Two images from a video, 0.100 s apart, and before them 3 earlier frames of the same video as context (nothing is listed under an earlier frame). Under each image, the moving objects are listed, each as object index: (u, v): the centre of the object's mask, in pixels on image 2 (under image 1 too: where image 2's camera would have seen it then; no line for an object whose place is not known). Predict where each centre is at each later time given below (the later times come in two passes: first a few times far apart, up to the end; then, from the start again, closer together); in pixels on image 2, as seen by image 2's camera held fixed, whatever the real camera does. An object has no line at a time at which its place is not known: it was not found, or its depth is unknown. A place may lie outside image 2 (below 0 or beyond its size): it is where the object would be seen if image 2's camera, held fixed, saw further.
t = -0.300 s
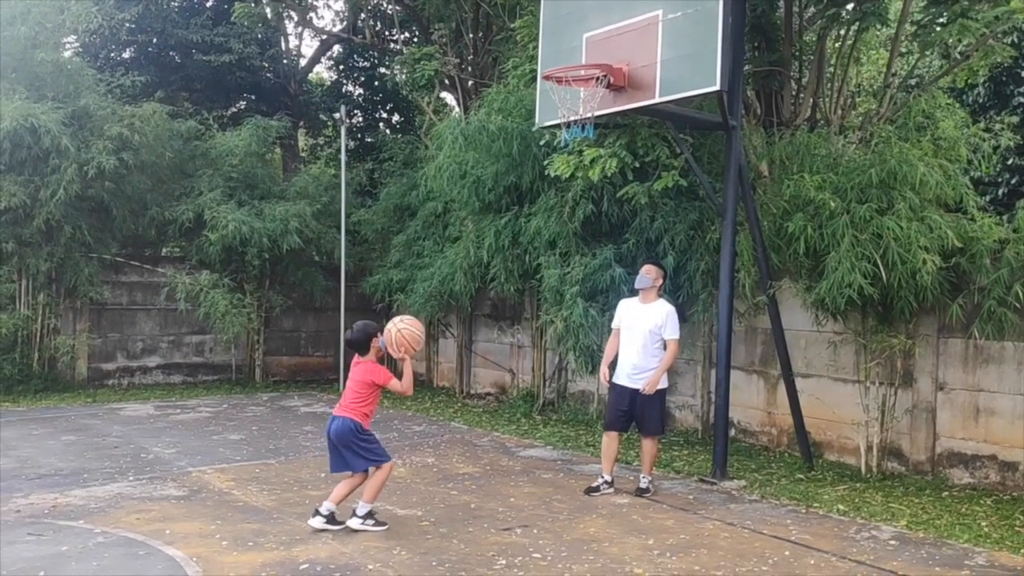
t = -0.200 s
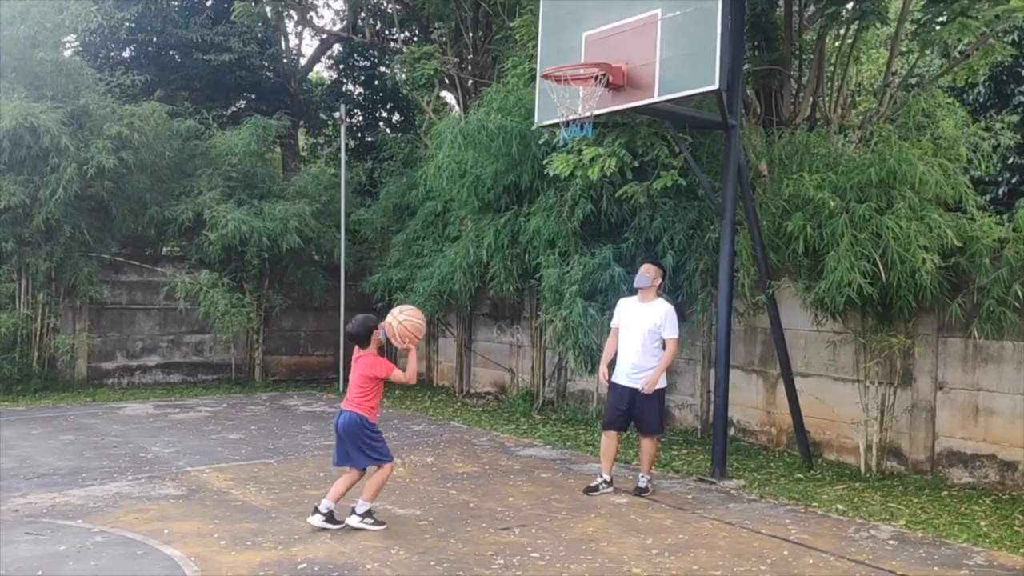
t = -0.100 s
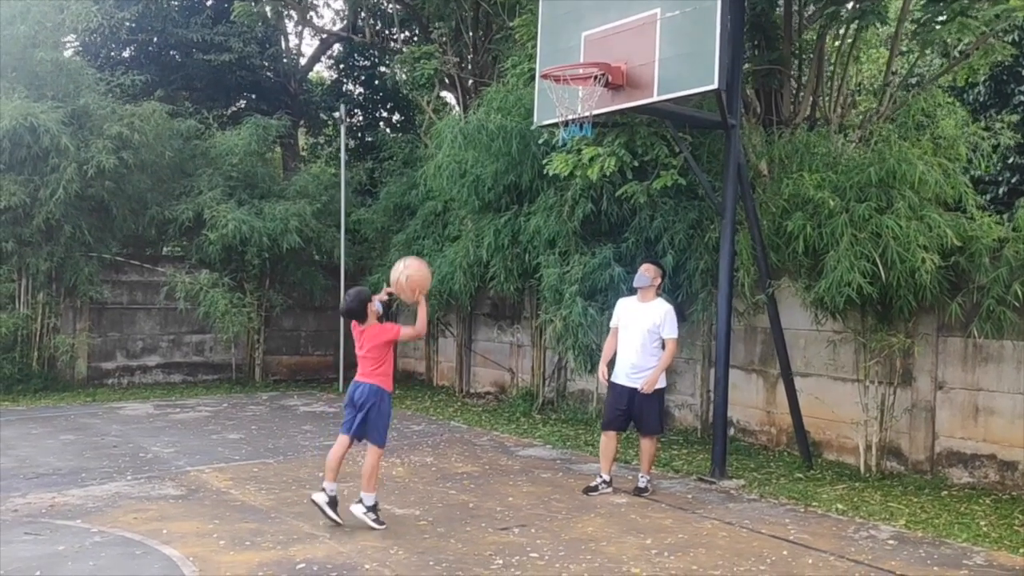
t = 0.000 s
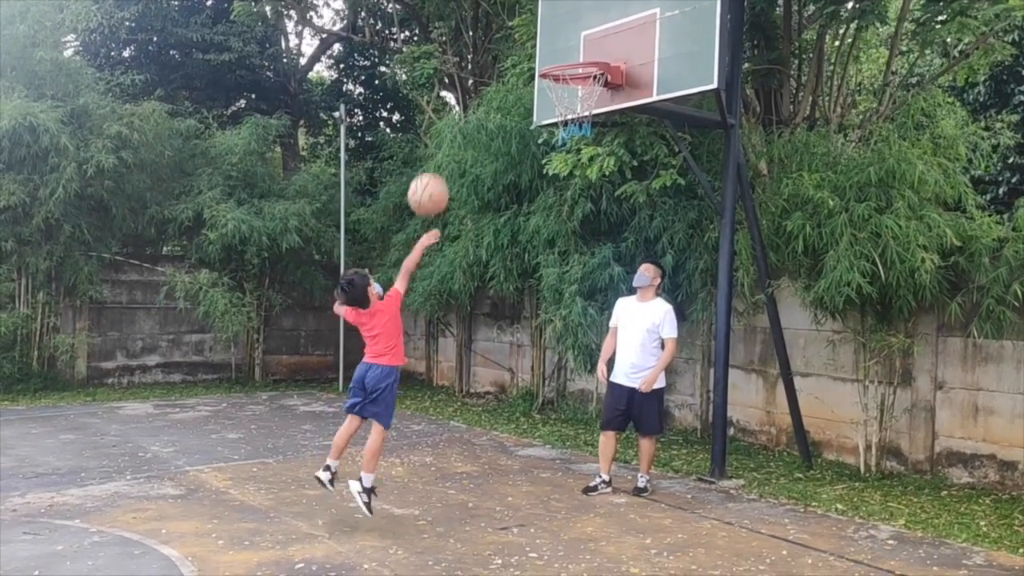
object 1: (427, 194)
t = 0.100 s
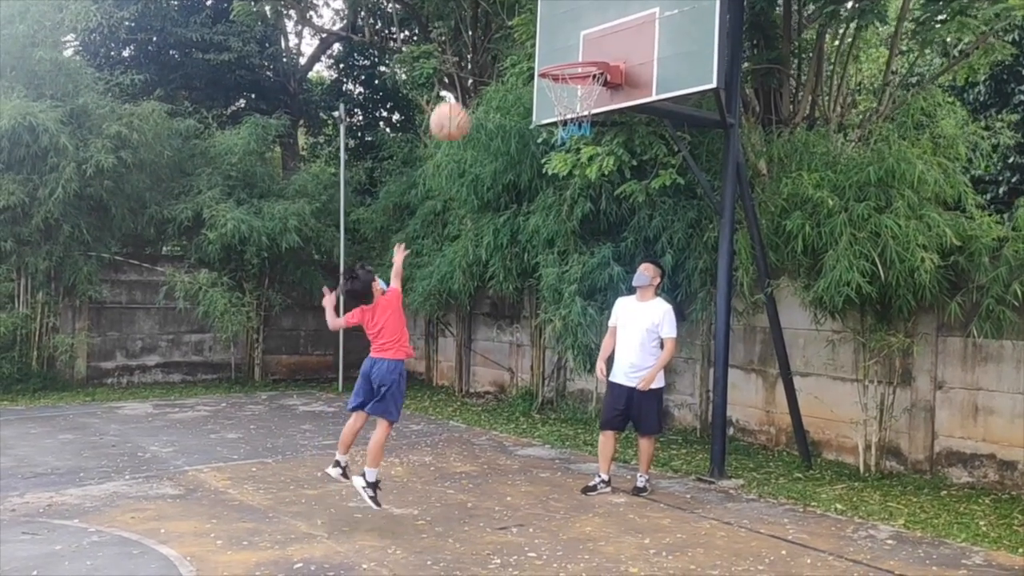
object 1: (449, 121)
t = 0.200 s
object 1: (470, 66)
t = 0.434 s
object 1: (515, 10)
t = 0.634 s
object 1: (551, 13)
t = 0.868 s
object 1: (572, 52)
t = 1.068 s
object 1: (566, 55)
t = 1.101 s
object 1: (566, 67)
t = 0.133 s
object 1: (456, 100)
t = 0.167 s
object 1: (464, 81)
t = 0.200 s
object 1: (470, 66)
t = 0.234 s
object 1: (477, 51)
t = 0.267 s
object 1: (484, 38)
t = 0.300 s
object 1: (490, 28)
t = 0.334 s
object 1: (496, 19)
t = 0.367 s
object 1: (503, 14)
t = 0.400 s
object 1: (509, 11)
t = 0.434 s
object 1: (515, 10)
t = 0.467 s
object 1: (520, 8)
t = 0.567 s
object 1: (539, 9)
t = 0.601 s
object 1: (545, 11)
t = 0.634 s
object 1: (551, 13)
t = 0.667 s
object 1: (557, 19)
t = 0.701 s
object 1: (561, 28)
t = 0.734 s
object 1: (566, 39)
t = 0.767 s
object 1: (572, 48)
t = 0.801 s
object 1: (574, 53)
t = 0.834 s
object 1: (574, 52)
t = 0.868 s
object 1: (572, 52)
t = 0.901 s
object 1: (571, 52)
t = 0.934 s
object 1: (569, 53)
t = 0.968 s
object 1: (569, 54)
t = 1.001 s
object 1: (568, 54)
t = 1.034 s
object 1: (567, 55)
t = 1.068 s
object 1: (566, 55)
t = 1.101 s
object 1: (566, 67)
